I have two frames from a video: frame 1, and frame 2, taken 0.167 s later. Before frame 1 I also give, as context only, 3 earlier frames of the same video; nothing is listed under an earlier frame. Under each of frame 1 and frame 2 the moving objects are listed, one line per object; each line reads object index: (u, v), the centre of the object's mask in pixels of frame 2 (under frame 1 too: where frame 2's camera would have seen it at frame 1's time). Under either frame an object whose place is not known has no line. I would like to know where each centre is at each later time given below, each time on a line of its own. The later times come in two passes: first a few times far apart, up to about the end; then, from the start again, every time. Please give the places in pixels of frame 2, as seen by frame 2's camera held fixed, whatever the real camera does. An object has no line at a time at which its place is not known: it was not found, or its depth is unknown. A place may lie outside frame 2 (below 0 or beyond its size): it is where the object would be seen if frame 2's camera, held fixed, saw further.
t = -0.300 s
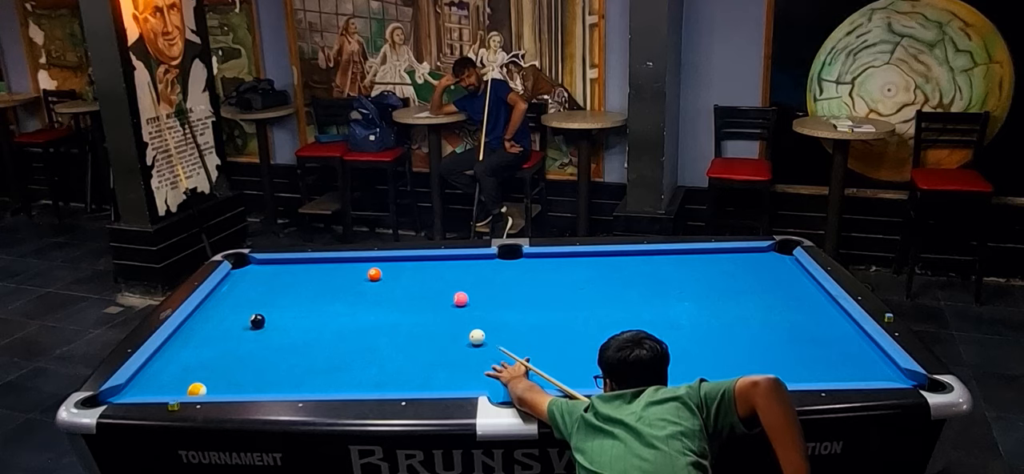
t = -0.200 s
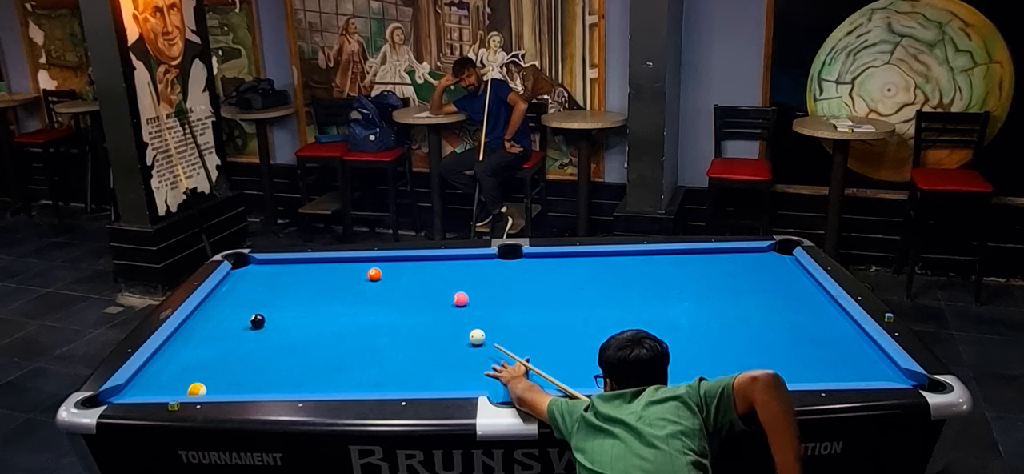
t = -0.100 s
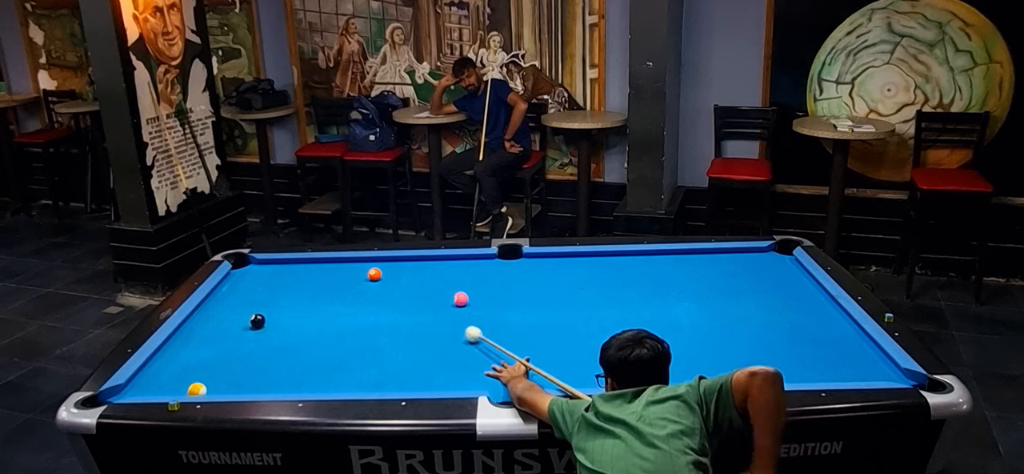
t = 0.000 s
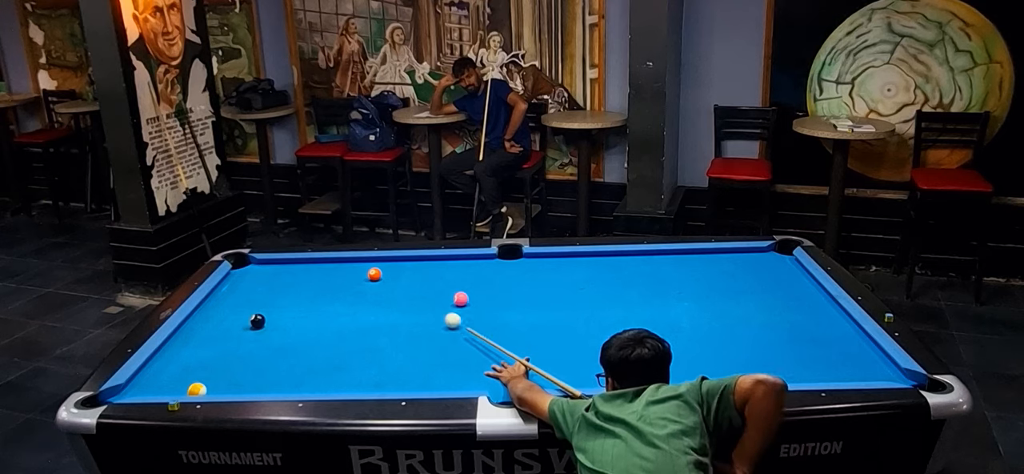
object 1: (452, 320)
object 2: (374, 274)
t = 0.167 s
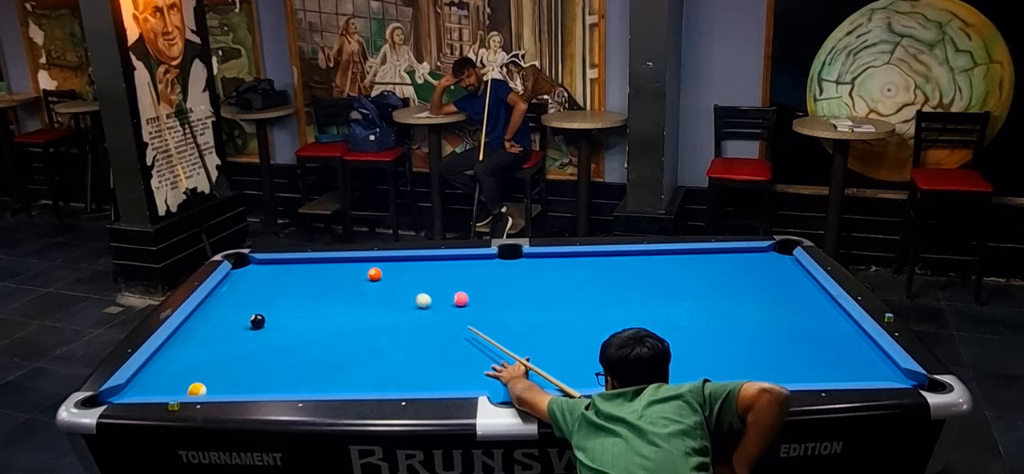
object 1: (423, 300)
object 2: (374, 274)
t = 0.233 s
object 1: (412, 293)
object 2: (374, 274)
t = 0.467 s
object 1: (390, 272)
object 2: (364, 273)
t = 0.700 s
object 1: (395, 260)
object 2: (331, 268)
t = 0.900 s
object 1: (394, 269)
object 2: (305, 265)
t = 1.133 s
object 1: (393, 279)
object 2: (278, 262)
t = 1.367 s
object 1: (392, 289)
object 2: (256, 263)
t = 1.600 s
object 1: (391, 299)
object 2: (238, 266)
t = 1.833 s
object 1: (391, 310)
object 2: (247, 264)
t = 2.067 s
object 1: (390, 321)
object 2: (255, 262)
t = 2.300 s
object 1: (388, 332)
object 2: (257, 262)
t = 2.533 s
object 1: (387, 343)
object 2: (259, 263)
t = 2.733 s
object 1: (385, 352)
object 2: (261, 263)
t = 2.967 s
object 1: (384, 363)
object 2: (261, 263)
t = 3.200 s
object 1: (382, 373)
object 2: (261, 263)
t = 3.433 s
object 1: (380, 383)
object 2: (262, 263)
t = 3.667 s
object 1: (381, 385)
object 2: (261, 263)
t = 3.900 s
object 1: (383, 382)
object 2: (262, 263)
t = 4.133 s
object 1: (385, 377)
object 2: (261, 263)
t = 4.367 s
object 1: (388, 373)
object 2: (261, 263)
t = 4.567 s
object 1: (389, 370)
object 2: (261, 263)
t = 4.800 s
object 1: (391, 367)
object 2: (262, 263)
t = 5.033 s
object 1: (392, 365)
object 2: (261, 263)
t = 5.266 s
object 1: (393, 364)
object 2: (261, 263)
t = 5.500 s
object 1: (394, 364)
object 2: (261, 263)
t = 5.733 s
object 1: (394, 364)
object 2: (261, 262)
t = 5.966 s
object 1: (394, 364)
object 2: (261, 262)
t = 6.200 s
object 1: (394, 364)
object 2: (261, 262)
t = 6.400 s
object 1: (394, 364)
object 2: (261, 262)
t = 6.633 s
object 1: (394, 364)
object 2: (262, 263)
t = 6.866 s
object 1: (394, 364)
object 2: (261, 262)
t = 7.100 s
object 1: (394, 364)
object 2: (262, 263)
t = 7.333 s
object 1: (394, 364)
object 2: (261, 263)
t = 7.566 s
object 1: (394, 364)
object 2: (262, 263)
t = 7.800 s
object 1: (394, 364)
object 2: (262, 263)
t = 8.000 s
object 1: (394, 364)
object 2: (262, 263)
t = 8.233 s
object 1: (394, 364)
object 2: (262, 263)
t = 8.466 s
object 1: (394, 364)
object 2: (261, 263)
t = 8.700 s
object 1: (394, 364)
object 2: (261, 263)
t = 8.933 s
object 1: (394, 364)
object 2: (261, 263)
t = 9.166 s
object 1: (394, 364)
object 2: (261, 263)
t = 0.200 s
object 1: (418, 297)
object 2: (374, 274)
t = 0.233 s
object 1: (412, 293)
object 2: (374, 274)
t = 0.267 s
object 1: (407, 289)
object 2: (374, 274)
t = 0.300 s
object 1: (402, 286)
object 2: (374, 274)
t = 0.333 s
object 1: (397, 283)
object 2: (374, 274)
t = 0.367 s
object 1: (393, 280)
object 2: (374, 274)
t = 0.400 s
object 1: (388, 276)
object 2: (374, 274)
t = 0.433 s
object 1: (388, 274)
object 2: (370, 273)
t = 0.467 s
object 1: (390, 272)
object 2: (364, 273)
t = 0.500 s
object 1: (391, 269)
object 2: (358, 272)
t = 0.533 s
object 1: (392, 267)
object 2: (353, 271)
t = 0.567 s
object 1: (393, 265)
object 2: (349, 271)
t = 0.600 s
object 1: (394, 263)
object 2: (344, 270)
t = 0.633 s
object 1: (394, 260)
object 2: (339, 269)
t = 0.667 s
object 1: (395, 259)
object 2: (335, 269)
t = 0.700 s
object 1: (395, 260)
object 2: (331, 268)
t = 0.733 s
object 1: (395, 262)
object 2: (327, 268)
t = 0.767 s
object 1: (395, 263)
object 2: (322, 267)
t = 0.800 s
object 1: (394, 265)
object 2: (318, 267)
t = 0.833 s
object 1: (394, 266)
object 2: (313, 266)
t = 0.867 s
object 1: (394, 267)
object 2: (309, 266)
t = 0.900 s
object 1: (394, 269)
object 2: (305, 265)
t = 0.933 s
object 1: (394, 270)
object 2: (301, 264)
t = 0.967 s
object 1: (394, 272)
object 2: (297, 264)
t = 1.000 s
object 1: (393, 273)
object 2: (293, 263)
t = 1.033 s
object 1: (393, 274)
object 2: (289, 263)
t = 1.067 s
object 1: (393, 276)
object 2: (285, 262)
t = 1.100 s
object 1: (393, 278)
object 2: (281, 262)
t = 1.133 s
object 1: (393, 279)
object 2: (278, 262)
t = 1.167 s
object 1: (393, 280)
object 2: (274, 262)
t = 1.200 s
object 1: (393, 282)
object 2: (271, 262)
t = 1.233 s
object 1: (392, 283)
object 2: (268, 262)
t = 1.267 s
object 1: (393, 285)
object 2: (265, 262)
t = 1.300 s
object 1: (392, 286)
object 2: (261, 263)
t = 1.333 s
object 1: (392, 288)
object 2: (259, 263)
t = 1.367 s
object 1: (392, 289)
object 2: (256, 263)
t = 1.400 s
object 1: (392, 290)
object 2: (253, 264)
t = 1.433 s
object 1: (392, 292)
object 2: (249, 264)
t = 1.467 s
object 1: (392, 294)
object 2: (246, 265)
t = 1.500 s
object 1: (392, 295)
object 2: (243, 265)
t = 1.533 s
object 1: (392, 297)
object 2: (240, 265)
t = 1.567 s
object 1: (391, 298)
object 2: (237, 266)
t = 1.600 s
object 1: (391, 299)
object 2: (238, 266)
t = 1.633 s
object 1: (391, 301)
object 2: (240, 265)
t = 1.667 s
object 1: (391, 303)
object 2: (241, 265)
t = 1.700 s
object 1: (391, 304)
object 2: (242, 265)
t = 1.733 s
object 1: (391, 306)
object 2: (243, 265)
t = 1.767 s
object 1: (391, 307)
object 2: (245, 264)
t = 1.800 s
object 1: (391, 309)
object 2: (246, 264)
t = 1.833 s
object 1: (391, 310)
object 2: (247, 264)
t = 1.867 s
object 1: (391, 312)
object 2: (248, 264)
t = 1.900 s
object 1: (391, 313)
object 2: (249, 263)
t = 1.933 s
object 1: (391, 315)
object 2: (250, 263)
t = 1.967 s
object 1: (390, 317)
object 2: (252, 263)
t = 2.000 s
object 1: (390, 318)
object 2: (253, 263)
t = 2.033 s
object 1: (390, 320)
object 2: (254, 263)
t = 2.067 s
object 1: (390, 321)
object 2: (255, 262)
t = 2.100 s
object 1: (390, 322)
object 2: (256, 262)
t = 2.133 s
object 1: (390, 324)
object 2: (256, 262)
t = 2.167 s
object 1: (389, 326)
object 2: (257, 262)
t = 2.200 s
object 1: (389, 327)
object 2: (257, 262)
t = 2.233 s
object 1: (389, 329)
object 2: (257, 262)
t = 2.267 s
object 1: (389, 330)
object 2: (257, 262)
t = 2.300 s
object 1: (388, 332)
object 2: (257, 262)
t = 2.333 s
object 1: (388, 333)
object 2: (258, 262)
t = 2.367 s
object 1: (388, 335)
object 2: (258, 262)
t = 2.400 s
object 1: (387, 336)
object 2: (258, 262)
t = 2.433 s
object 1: (387, 338)
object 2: (258, 262)
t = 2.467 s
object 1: (387, 339)
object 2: (259, 262)
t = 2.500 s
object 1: (387, 341)
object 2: (259, 263)
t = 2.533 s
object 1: (387, 343)
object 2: (259, 263)
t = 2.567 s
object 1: (386, 344)
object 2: (260, 263)
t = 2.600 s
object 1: (386, 346)
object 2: (260, 263)
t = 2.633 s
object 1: (386, 347)
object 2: (260, 263)
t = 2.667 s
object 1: (386, 349)
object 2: (260, 263)
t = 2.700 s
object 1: (385, 350)
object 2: (261, 263)
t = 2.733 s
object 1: (385, 352)
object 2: (261, 263)
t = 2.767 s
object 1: (385, 353)
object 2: (261, 263)
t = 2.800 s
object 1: (385, 355)
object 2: (261, 263)
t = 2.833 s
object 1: (384, 357)
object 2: (261, 263)
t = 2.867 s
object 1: (384, 358)
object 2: (261, 263)
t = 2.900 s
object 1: (384, 360)
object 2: (261, 263)
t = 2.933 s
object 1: (384, 361)
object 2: (261, 263)
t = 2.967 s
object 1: (384, 363)
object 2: (261, 263)
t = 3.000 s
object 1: (383, 364)
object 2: (261, 263)
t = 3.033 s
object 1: (383, 366)
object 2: (261, 263)
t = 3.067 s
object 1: (383, 367)
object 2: (261, 263)
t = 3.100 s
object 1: (382, 369)
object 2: (262, 263)
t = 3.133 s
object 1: (382, 370)
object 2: (261, 263)
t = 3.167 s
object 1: (382, 372)
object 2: (261, 263)
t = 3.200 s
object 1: (382, 373)
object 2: (261, 263)
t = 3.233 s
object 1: (382, 375)
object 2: (261, 263)
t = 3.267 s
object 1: (381, 377)
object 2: (261, 263)
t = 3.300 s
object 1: (381, 378)
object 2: (261, 263)
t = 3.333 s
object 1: (381, 380)
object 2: (262, 263)
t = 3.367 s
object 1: (381, 381)
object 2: (261, 263)
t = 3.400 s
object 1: (380, 382)
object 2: (262, 263)
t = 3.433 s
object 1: (380, 383)
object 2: (262, 263)
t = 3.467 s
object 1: (380, 384)
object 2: (261, 263)
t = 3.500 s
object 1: (380, 385)
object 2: (261, 263)
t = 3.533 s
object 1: (380, 386)
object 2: (262, 263)
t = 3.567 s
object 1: (379, 387)
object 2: (261, 263)
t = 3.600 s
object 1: (380, 387)
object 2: (262, 263)
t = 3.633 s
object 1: (380, 386)
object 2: (261, 263)
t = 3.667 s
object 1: (381, 385)
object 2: (261, 263)
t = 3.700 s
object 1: (381, 385)
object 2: (262, 263)
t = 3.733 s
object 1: (381, 384)
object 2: (261, 263)
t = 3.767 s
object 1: (382, 384)
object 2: (261, 262)
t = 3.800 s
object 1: (382, 383)
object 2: (261, 263)
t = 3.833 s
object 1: (382, 383)
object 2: (261, 263)
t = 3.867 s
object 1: (383, 382)
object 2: (262, 263)
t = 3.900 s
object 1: (383, 382)
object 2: (262, 263)
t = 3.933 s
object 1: (383, 381)
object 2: (261, 262)
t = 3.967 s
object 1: (384, 380)
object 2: (262, 263)
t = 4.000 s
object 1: (384, 379)
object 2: (261, 263)
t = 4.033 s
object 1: (384, 378)
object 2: (261, 263)
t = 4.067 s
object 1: (385, 378)
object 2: (261, 263)
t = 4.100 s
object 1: (385, 377)
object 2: (262, 263)
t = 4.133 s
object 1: (385, 377)
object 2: (261, 263)
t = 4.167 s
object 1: (386, 376)
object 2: (261, 263)
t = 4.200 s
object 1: (386, 375)
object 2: (261, 263)
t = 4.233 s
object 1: (386, 375)
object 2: (261, 263)
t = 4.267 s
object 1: (387, 374)
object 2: (261, 263)
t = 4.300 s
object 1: (387, 373)
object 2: (261, 263)
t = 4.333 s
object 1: (387, 373)
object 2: (261, 263)
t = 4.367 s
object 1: (388, 373)
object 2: (261, 263)
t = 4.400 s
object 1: (388, 372)
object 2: (261, 263)
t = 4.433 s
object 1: (388, 372)
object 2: (261, 263)
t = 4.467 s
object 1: (388, 371)
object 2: (261, 263)
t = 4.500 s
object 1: (389, 371)
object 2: (261, 263)
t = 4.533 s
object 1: (389, 370)
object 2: (261, 263)
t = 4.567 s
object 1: (389, 370)
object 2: (261, 263)
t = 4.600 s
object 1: (389, 370)
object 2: (262, 263)
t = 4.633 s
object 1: (390, 369)
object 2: (262, 263)
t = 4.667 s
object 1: (390, 369)
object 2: (261, 263)
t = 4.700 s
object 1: (390, 368)
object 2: (262, 263)
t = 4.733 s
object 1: (391, 368)
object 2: (262, 263)
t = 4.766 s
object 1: (391, 368)
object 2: (262, 263)
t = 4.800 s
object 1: (391, 367)
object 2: (262, 263)
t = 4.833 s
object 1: (391, 367)
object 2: (262, 263)
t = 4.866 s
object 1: (392, 367)
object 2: (262, 263)
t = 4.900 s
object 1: (392, 366)
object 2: (261, 263)
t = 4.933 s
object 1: (392, 366)
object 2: (262, 263)
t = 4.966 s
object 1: (392, 366)
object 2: (262, 263)
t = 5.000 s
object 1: (392, 366)
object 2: (262, 263)
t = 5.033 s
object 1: (392, 365)
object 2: (261, 263)
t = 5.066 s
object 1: (393, 365)
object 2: (262, 263)
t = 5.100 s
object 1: (393, 365)
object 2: (261, 263)
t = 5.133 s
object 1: (393, 365)
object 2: (261, 263)
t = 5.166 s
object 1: (393, 365)
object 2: (261, 262)
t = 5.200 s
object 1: (393, 365)
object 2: (262, 263)
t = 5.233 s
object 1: (393, 364)
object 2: (261, 263)
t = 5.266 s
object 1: (393, 364)
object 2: (261, 263)
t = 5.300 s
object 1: (394, 364)
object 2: (262, 263)
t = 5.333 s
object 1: (394, 364)
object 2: (261, 262)
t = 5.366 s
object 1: (394, 364)
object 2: (261, 262)
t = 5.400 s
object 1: (394, 364)
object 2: (262, 263)
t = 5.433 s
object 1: (394, 364)
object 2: (262, 263)
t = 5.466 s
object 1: (394, 364)
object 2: (262, 263)
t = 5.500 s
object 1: (394, 364)
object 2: (261, 263)
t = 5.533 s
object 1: (394, 364)
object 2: (261, 263)
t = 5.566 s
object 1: (394, 364)
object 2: (261, 263)
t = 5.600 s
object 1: (394, 364)
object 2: (261, 263)
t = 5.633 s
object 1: (394, 364)
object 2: (261, 263)
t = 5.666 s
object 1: (394, 364)
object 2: (261, 262)
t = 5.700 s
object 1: (394, 364)
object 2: (261, 262)
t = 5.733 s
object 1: (394, 364)
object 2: (261, 262)
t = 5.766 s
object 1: (394, 364)
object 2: (261, 262)
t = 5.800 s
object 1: (394, 364)
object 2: (261, 262)
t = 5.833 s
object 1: (394, 364)
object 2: (261, 262)
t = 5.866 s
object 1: (394, 364)
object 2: (261, 262)
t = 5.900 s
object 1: (394, 364)
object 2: (261, 262)
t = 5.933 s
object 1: (394, 364)
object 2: (261, 262)
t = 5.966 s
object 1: (394, 364)
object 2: (261, 262)
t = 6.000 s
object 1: (394, 364)
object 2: (262, 263)
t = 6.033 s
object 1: (394, 364)
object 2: (261, 262)
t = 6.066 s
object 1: (394, 364)
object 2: (261, 262)
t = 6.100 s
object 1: (394, 364)
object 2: (261, 262)
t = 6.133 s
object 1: (394, 364)
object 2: (261, 262)
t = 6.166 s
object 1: (394, 364)
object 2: (261, 262)
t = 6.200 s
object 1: (394, 364)
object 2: (261, 262)
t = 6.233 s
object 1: (394, 364)
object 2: (261, 262)
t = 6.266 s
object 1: (394, 364)
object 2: (261, 262)
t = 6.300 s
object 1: (394, 364)
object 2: (261, 262)
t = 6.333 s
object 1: (394, 364)
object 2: (262, 263)
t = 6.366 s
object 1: (394, 364)
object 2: (262, 263)
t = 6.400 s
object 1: (394, 364)
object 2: (261, 262)
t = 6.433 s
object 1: (394, 364)
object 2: (261, 262)
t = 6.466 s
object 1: (394, 364)
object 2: (262, 263)
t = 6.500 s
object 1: (394, 364)
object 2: (261, 262)
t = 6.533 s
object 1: (394, 364)
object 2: (262, 263)
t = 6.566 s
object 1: (394, 364)
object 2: (261, 262)
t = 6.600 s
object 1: (394, 364)
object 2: (262, 263)
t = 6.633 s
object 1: (394, 364)
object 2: (262, 263)
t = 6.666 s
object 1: (394, 364)
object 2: (261, 262)
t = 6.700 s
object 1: (394, 364)
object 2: (262, 263)
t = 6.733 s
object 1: (394, 364)
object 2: (262, 263)
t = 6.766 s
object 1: (394, 364)
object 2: (262, 263)
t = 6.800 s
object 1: (394, 364)
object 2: (262, 263)
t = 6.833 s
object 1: (394, 364)
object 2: (262, 263)
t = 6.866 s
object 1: (394, 364)
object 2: (261, 262)
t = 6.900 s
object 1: (394, 364)
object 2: (261, 263)
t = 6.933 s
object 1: (394, 364)
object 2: (262, 263)
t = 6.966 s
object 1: (394, 364)
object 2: (262, 263)
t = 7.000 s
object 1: (394, 364)
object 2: (262, 263)
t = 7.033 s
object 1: (394, 364)
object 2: (262, 263)
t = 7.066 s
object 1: (394, 364)
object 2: (262, 263)
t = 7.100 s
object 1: (394, 364)
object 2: (262, 263)
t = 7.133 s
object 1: (394, 364)
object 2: (262, 263)
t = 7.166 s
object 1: (394, 364)
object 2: (262, 263)
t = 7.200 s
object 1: (394, 364)
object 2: (262, 263)
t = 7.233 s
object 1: (394, 364)
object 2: (262, 263)
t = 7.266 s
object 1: (394, 364)
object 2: (262, 263)
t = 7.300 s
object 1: (394, 364)
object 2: (262, 263)
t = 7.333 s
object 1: (394, 364)
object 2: (261, 263)
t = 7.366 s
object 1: (394, 364)
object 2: (262, 263)
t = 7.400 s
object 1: (394, 364)
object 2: (262, 263)
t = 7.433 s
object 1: (394, 364)
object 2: (262, 263)
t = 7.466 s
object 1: (394, 364)
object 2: (262, 263)
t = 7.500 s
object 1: (394, 364)
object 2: (262, 263)
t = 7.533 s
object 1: (394, 364)
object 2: (262, 263)
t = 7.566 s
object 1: (394, 364)
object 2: (262, 263)
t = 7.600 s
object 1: (394, 364)
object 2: (262, 263)
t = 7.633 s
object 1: (394, 364)
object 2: (262, 263)
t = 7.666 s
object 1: (394, 364)
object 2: (262, 263)
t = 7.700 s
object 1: (394, 364)
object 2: (262, 263)
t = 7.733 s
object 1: (394, 364)
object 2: (262, 263)
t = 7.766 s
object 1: (394, 364)
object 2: (262, 263)
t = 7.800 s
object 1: (394, 364)
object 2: (262, 263)
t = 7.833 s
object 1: (394, 364)
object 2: (262, 263)
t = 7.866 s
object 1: (394, 364)
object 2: (261, 263)
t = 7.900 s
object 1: (394, 364)
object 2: (261, 263)
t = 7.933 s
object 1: (394, 364)
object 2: (262, 263)
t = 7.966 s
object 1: (394, 364)
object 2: (261, 263)
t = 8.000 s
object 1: (394, 364)
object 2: (262, 263)
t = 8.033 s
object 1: (394, 364)
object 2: (261, 263)
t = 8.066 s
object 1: (394, 364)
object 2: (262, 263)
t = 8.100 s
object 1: (394, 364)
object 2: (262, 263)
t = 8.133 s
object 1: (394, 364)
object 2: (261, 263)
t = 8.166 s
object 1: (394, 364)
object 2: (261, 263)
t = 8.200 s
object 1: (394, 364)
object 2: (261, 263)
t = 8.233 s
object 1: (394, 364)
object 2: (262, 263)
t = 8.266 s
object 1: (394, 364)
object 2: (261, 263)
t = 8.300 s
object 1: (394, 364)
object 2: (261, 263)
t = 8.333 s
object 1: (394, 364)
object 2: (261, 263)
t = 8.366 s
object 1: (394, 364)
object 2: (262, 263)
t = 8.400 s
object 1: (394, 364)
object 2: (262, 263)
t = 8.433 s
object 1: (394, 364)
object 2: (262, 263)
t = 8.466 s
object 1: (394, 364)
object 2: (261, 263)
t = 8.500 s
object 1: (394, 364)
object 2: (262, 263)
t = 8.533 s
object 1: (394, 364)
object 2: (261, 263)
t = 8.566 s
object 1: (394, 364)
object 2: (261, 263)
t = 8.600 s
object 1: (394, 364)
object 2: (261, 263)
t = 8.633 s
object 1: (394, 364)
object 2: (261, 263)
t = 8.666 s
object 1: (394, 364)
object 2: (262, 263)
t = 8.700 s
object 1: (394, 364)
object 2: (261, 263)
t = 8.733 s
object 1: (394, 364)
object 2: (261, 263)
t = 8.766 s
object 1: (394, 364)
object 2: (262, 263)
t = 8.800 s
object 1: (394, 364)
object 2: (262, 263)
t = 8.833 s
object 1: (394, 364)
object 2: (262, 263)
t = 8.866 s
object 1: (394, 364)
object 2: (261, 263)
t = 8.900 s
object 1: (394, 364)
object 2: (261, 263)
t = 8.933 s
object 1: (394, 364)
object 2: (261, 263)
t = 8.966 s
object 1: (394, 364)
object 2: (261, 263)
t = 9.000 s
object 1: (394, 364)
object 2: (261, 263)
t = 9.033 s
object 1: (394, 364)
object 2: (261, 263)
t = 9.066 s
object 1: (394, 364)
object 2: (262, 263)
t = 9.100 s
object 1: (394, 364)
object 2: (261, 263)
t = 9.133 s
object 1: (394, 364)
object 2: (262, 263)
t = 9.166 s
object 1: (394, 364)
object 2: (261, 263)
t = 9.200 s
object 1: (394, 364)
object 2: (262, 263)
